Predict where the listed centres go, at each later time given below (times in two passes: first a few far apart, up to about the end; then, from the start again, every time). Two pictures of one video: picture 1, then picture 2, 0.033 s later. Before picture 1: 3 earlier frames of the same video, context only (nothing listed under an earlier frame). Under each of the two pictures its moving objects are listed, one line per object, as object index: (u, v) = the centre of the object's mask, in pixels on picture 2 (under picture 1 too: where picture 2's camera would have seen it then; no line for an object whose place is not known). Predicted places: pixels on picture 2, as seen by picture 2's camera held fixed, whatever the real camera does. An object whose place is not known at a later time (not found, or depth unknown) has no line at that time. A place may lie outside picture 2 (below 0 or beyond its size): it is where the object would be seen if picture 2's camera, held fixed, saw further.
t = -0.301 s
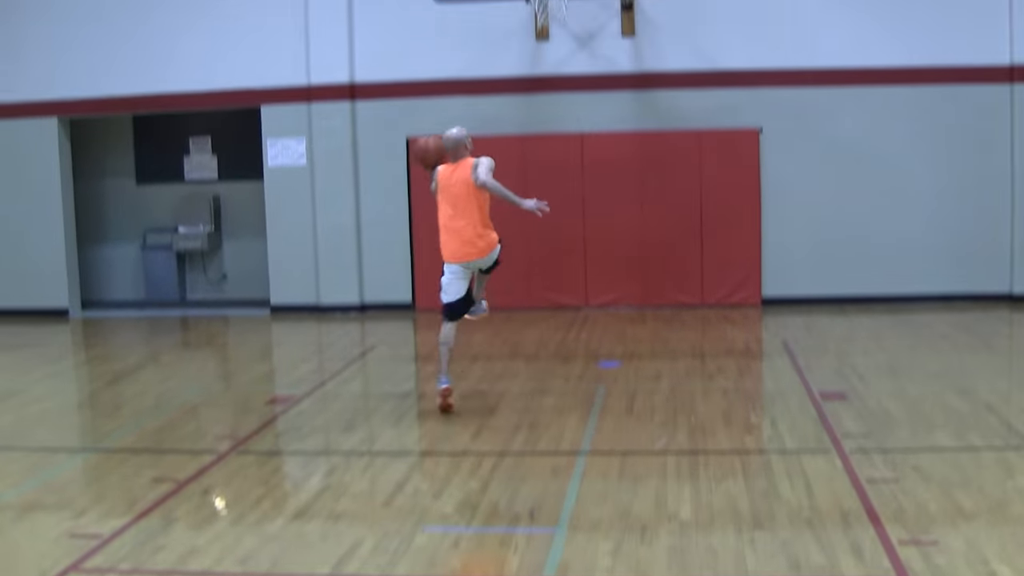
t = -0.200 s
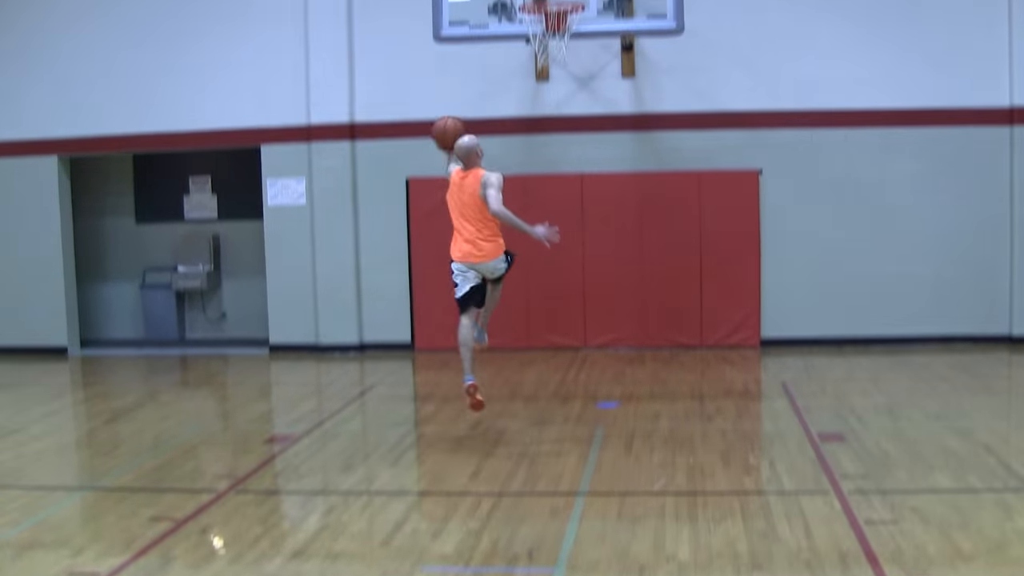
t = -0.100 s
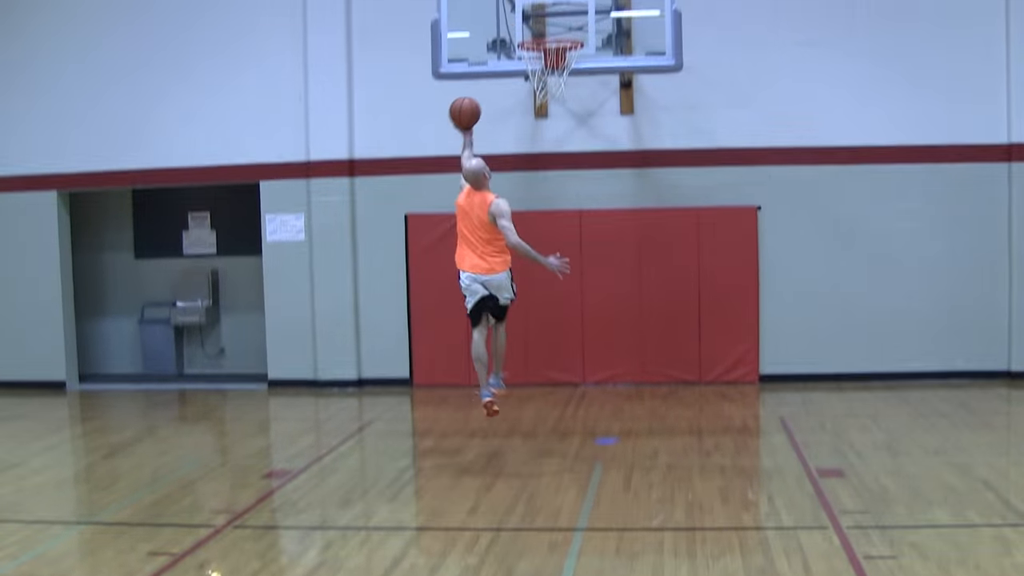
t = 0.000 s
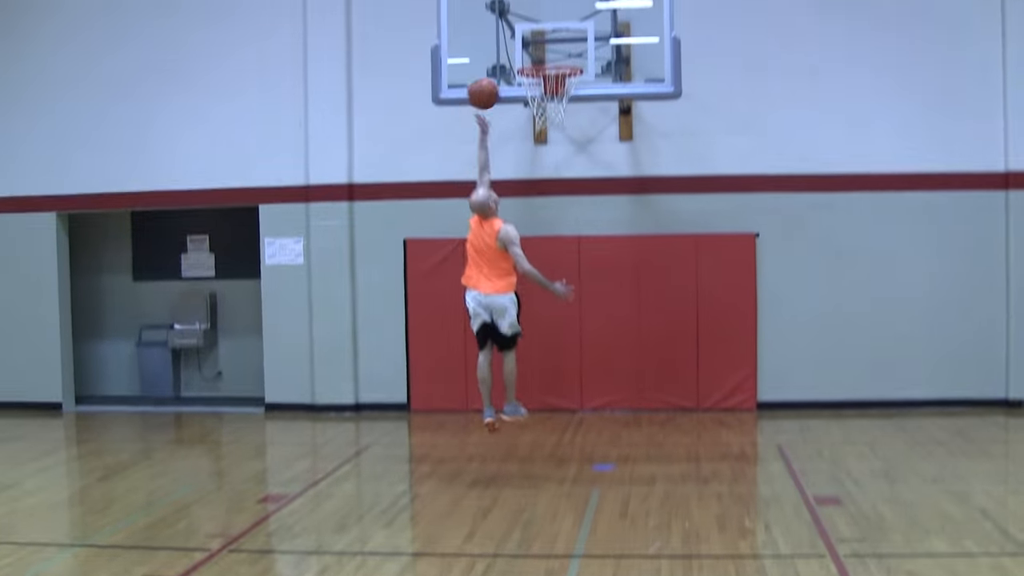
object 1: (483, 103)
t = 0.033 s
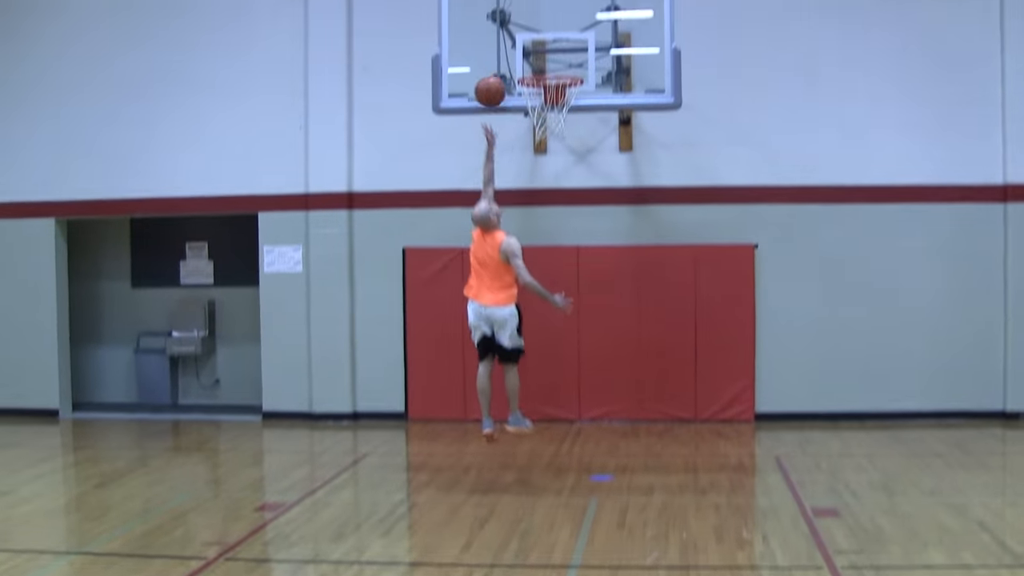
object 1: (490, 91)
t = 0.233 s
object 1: (518, 52)
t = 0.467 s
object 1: (545, 65)
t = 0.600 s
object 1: (561, 117)
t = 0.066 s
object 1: (497, 81)
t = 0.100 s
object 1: (503, 72)
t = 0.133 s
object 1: (508, 65)
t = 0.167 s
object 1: (511, 59)
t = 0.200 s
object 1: (515, 54)
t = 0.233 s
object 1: (518, 52)
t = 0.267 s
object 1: (521, 50)
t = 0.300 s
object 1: (525, 49)
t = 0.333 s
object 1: (529, 52)
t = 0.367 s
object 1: (534, 53)
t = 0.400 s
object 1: (537, 57)
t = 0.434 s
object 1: (541, 61)
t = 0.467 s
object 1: (545, 65)
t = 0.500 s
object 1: (550, 86)
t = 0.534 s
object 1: (553, 94)
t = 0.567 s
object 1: (558, 104)
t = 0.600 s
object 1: (561, 117)
